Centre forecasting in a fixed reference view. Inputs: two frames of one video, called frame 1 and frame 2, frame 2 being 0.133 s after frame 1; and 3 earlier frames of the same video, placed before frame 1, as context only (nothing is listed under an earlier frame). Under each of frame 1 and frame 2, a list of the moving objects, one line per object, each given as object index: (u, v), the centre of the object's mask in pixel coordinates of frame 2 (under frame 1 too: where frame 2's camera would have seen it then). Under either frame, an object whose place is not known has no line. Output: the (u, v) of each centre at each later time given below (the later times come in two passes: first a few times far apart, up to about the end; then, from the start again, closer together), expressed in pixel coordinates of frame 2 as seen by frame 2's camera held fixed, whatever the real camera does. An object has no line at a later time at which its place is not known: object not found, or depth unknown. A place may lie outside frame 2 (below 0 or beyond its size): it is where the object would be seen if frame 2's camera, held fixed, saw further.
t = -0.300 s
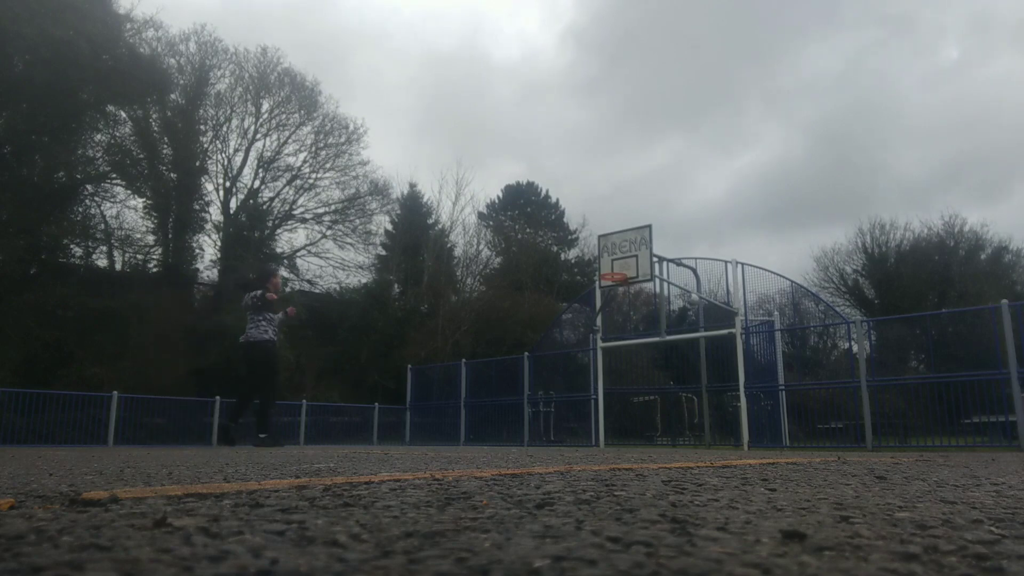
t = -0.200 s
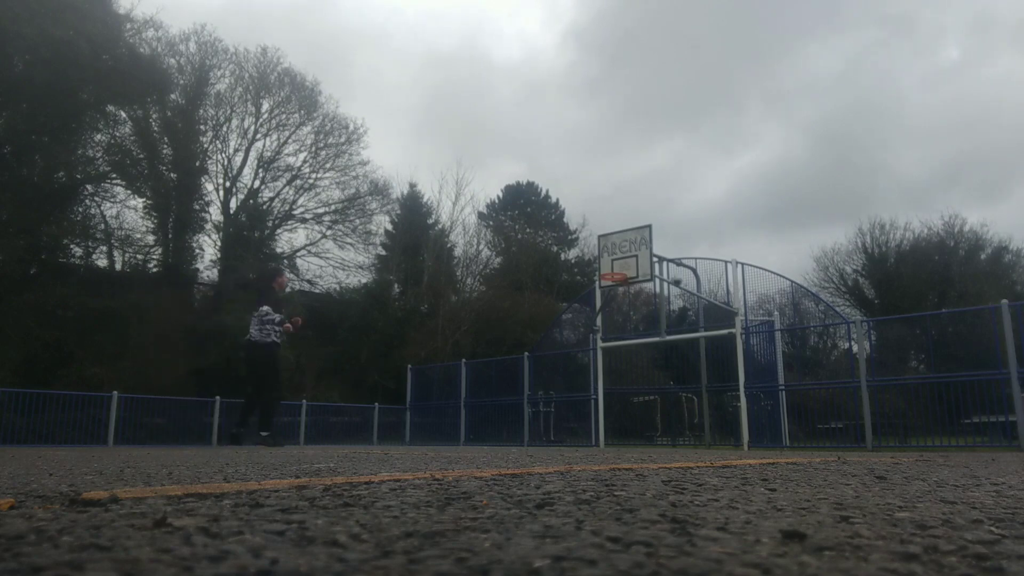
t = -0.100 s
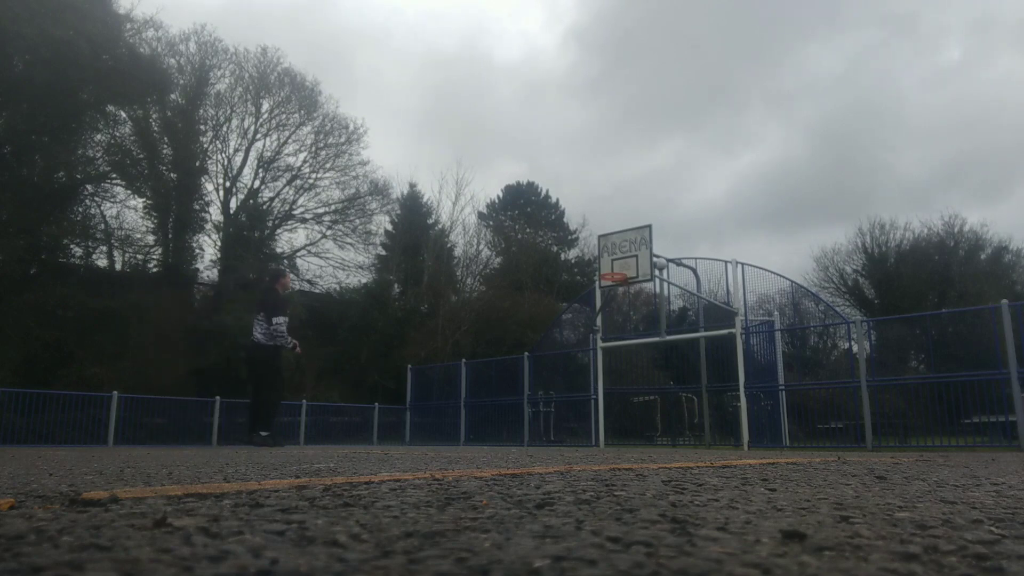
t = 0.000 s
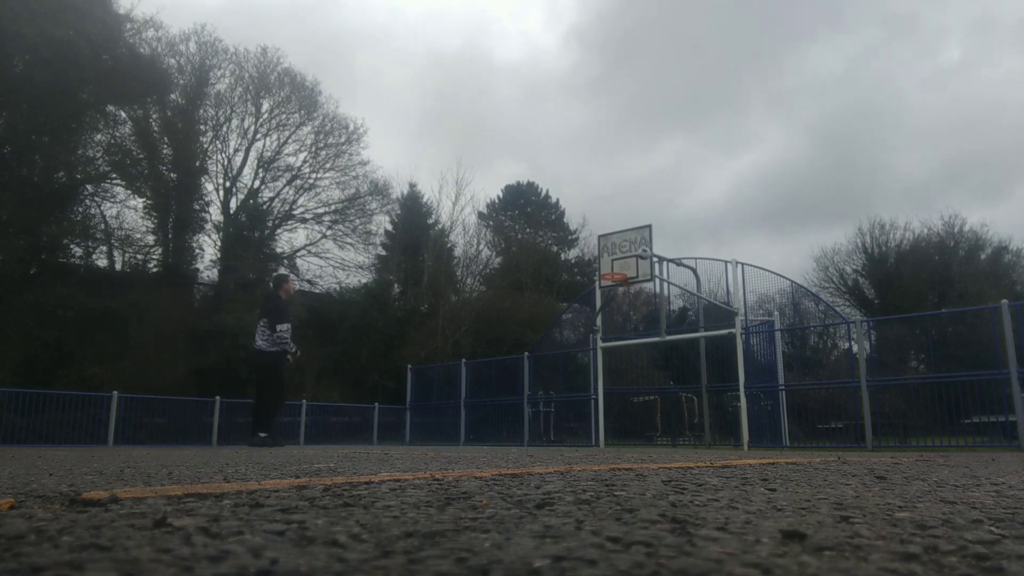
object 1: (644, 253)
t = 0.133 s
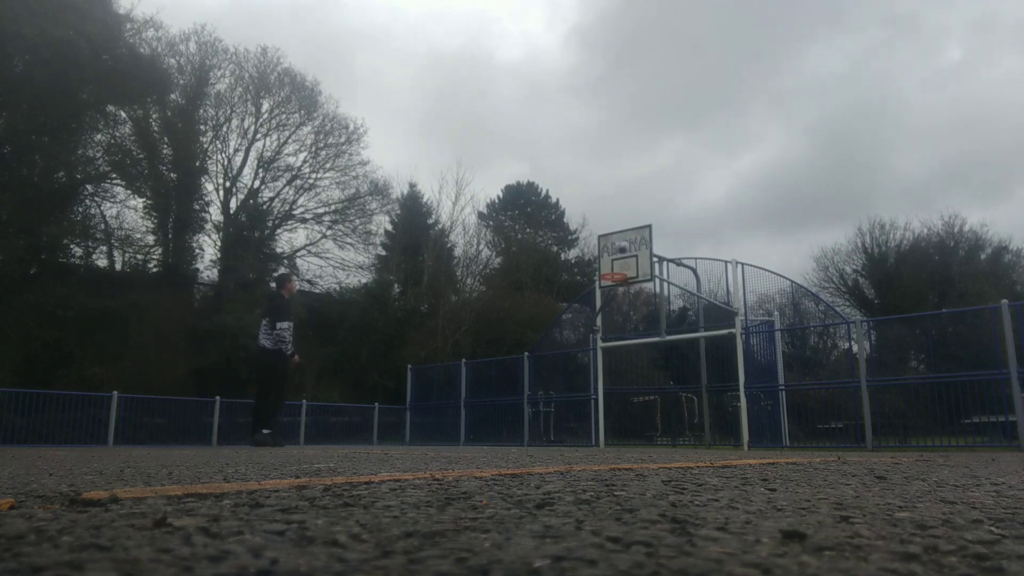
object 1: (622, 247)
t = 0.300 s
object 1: (592, 255)
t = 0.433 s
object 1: (565, 268)
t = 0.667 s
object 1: (513, 333)
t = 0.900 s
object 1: (454, 432)
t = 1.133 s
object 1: (442, 361)
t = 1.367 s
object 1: (430, 334)
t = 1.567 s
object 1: (420, 348)
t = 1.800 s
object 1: (404, 411)
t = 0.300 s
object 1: (592, 255)
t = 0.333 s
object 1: (585, 255)
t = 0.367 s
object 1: (578, 259)
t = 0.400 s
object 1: (572, 263)
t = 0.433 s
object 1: (565, 268)
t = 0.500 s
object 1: (551, 283)
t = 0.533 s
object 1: (544, 290)
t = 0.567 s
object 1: (537, 299)
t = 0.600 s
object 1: (528, 309)
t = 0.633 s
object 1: (521, 321)
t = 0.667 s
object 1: (513, 333)
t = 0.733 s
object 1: (496, 360)
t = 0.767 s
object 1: (487, 376)
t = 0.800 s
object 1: (478, 393)
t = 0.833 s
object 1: (468, 412)
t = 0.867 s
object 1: (459, 431)
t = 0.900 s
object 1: (454, 432)
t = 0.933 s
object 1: (453, 419)
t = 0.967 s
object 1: (451, 407)
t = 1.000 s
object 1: (449, 396)
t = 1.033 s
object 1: (447, 386)
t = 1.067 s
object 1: (445, 377)
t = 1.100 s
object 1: (444, 368)
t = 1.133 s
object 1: (442, 361)
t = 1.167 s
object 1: (440, 354)
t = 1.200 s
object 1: (439, 348)
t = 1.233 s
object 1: (437, 343)
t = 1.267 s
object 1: (435, 340)
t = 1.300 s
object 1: (434, 337)
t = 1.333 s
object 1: (432, 335)
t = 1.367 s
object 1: (430, 334)
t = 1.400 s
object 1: (429, 334)
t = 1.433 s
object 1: (427, 335)
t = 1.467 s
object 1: (425, 337)
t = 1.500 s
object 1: (424, 339)
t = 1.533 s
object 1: (422, 343)
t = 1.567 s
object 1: (420, 348)
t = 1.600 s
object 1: (417, 355)
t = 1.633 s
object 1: (415, 362)
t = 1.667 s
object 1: (413, 368)
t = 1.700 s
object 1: (411, 377)
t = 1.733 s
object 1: (409, 388)
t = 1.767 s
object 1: (406, 398)
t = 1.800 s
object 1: (404, 411)
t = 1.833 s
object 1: (401, 424)
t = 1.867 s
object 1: (399, 436)
